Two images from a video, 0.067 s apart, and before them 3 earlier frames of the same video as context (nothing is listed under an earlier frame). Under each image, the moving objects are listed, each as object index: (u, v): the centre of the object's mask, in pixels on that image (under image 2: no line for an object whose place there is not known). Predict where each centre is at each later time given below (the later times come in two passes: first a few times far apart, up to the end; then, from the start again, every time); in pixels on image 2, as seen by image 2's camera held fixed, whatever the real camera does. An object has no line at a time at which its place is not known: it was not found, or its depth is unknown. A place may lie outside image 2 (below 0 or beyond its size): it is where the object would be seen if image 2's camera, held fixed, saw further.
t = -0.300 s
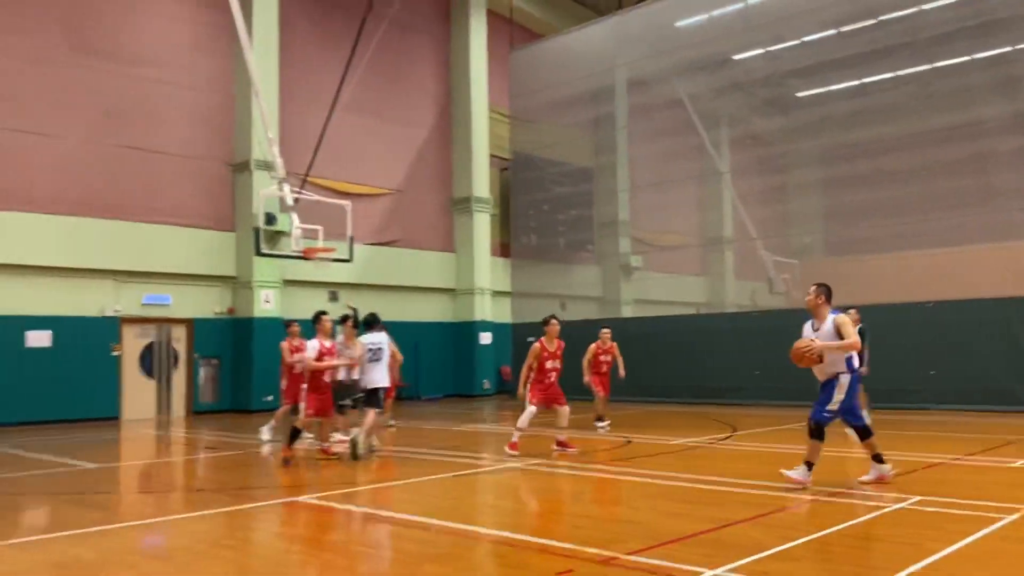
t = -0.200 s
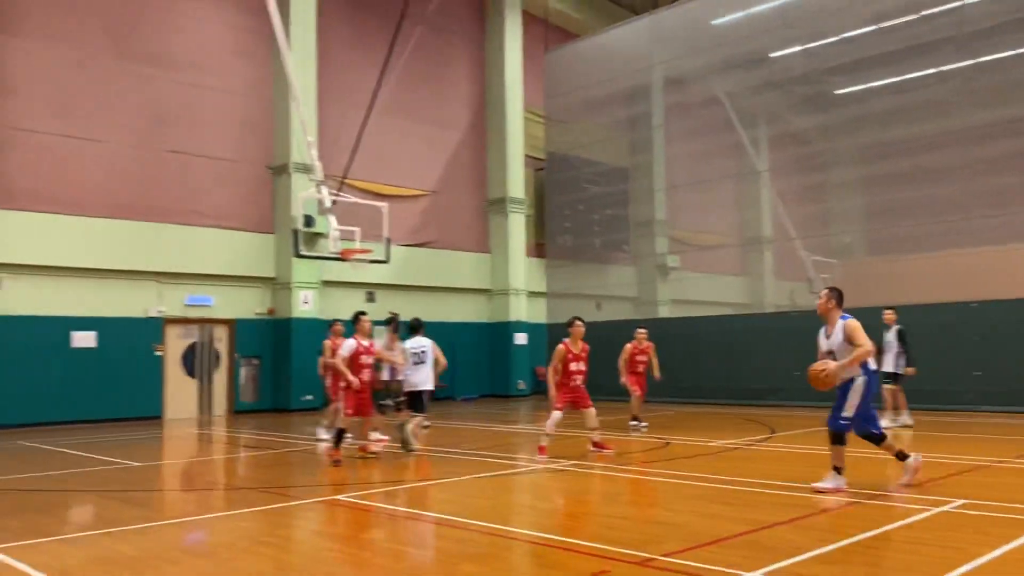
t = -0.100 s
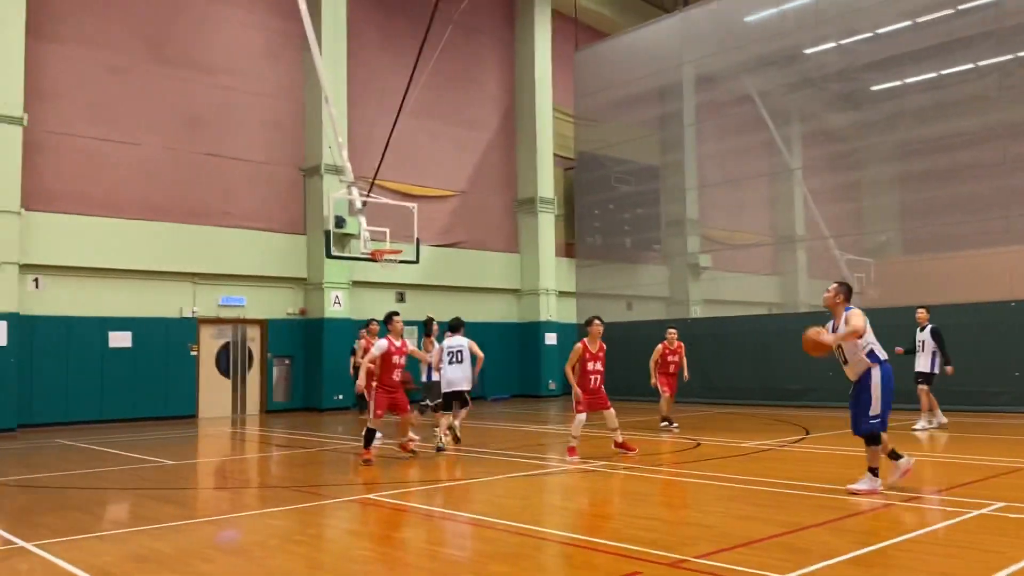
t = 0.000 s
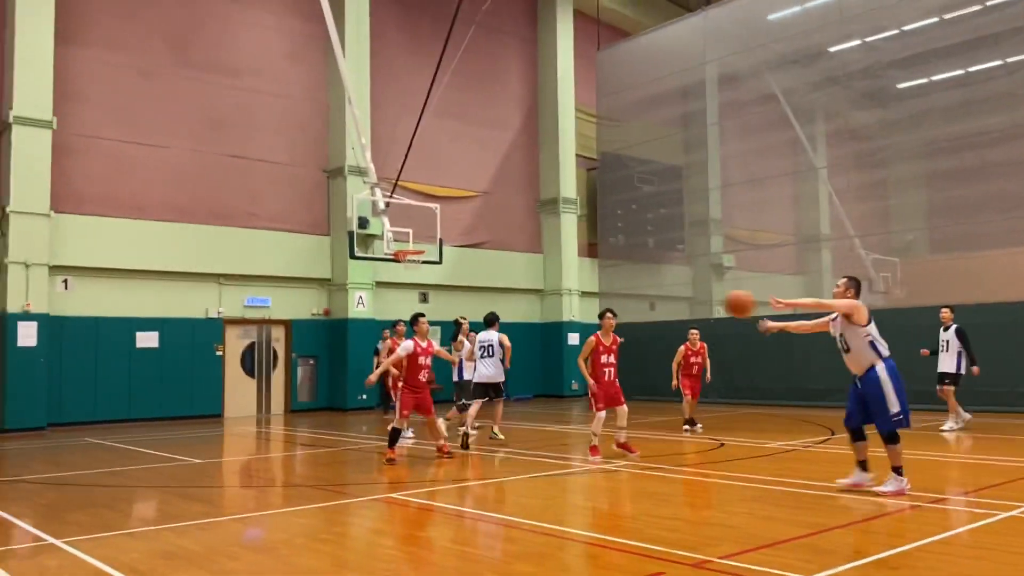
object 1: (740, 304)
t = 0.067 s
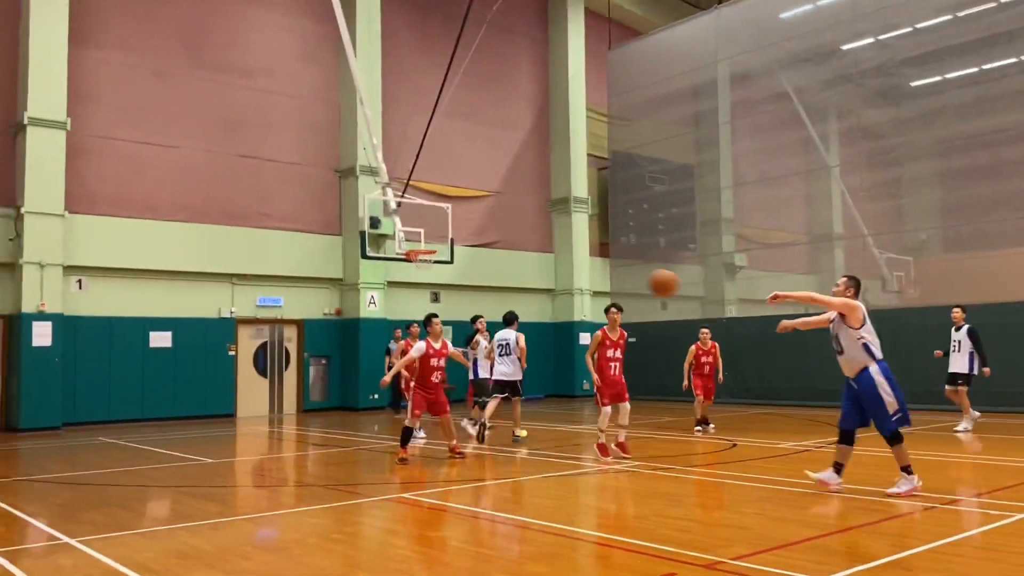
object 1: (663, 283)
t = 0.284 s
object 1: (417, 253)
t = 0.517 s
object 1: (191, 269)
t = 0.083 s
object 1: (643, 279)
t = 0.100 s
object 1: (623, 275)
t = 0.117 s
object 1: (603, 271)
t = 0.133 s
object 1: (583, 268)
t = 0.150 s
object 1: (564, 266)
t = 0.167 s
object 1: (544, 263)
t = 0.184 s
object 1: (526, 260)
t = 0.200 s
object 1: (506, 258)
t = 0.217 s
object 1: (488, 257)
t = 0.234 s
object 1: (470, 255)
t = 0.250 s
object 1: (453, 255)
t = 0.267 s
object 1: (435, 254)
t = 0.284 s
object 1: (417, 253)
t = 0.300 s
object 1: (400, 253)
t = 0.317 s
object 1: (382, 252)
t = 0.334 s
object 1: (366, 252)
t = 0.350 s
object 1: (349, 253)
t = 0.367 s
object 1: (332, 253)
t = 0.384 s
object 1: (315, 254)
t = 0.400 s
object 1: (299, 255)
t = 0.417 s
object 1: (283, 257)
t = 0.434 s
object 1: (268, 258)
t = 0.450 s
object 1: (253, 259)
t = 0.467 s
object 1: (238, 262)
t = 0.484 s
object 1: (222, 264)
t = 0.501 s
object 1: (206, 266)
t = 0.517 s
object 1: (191, 269)
